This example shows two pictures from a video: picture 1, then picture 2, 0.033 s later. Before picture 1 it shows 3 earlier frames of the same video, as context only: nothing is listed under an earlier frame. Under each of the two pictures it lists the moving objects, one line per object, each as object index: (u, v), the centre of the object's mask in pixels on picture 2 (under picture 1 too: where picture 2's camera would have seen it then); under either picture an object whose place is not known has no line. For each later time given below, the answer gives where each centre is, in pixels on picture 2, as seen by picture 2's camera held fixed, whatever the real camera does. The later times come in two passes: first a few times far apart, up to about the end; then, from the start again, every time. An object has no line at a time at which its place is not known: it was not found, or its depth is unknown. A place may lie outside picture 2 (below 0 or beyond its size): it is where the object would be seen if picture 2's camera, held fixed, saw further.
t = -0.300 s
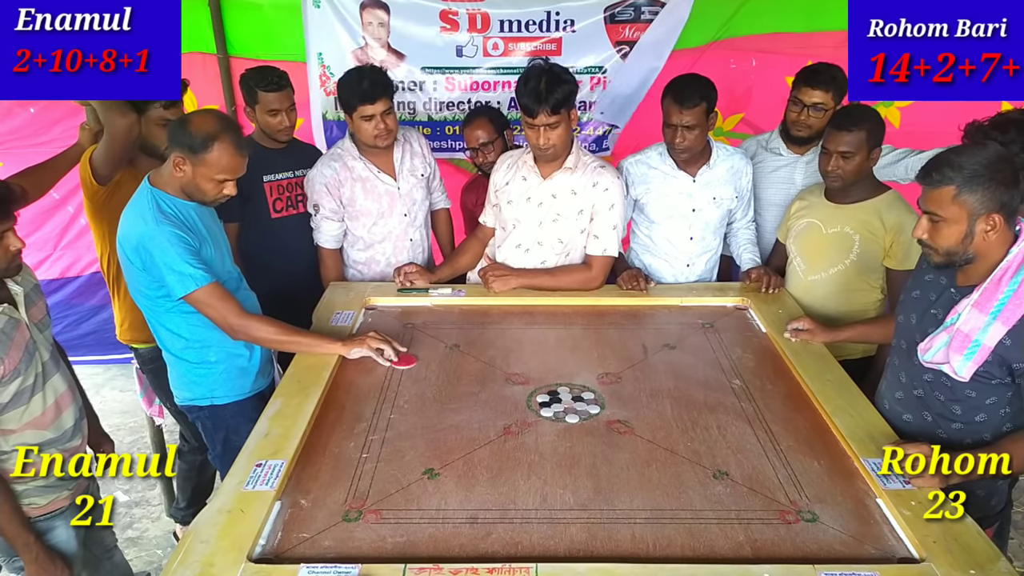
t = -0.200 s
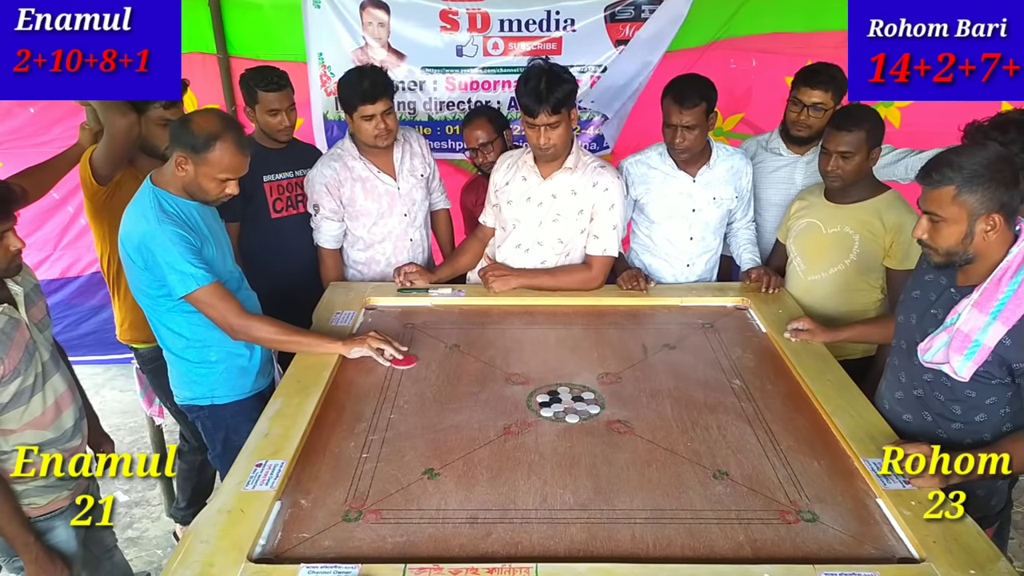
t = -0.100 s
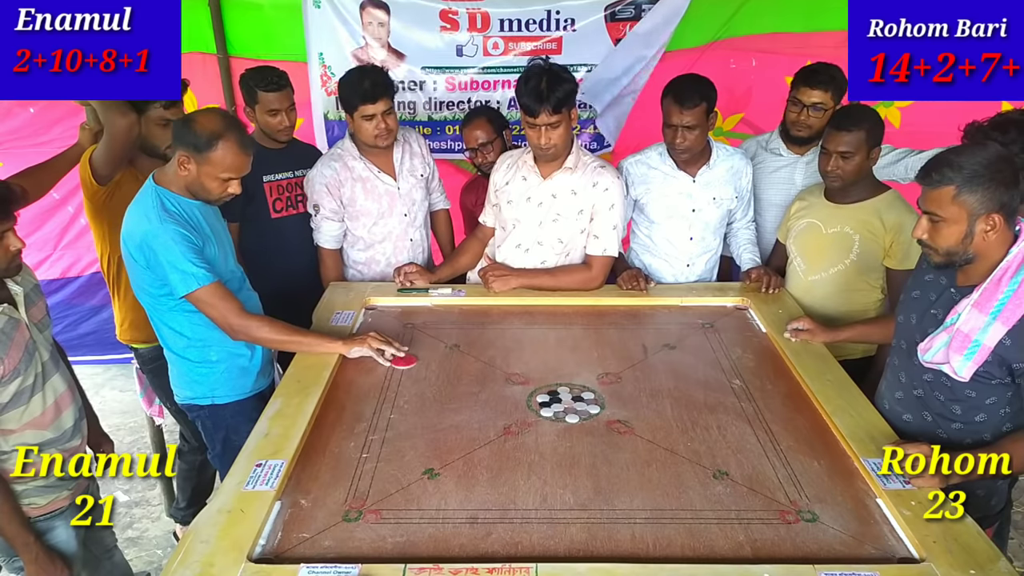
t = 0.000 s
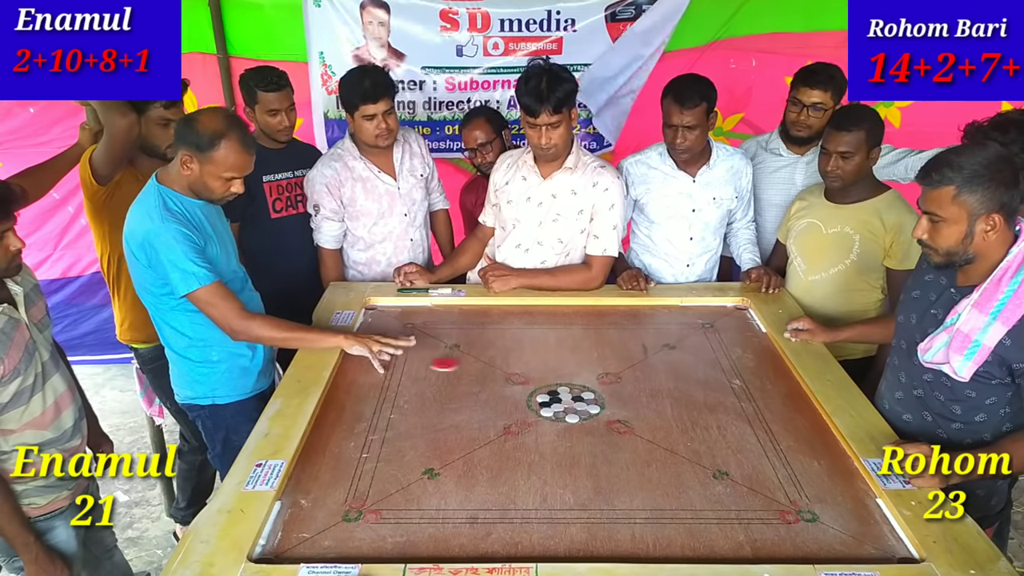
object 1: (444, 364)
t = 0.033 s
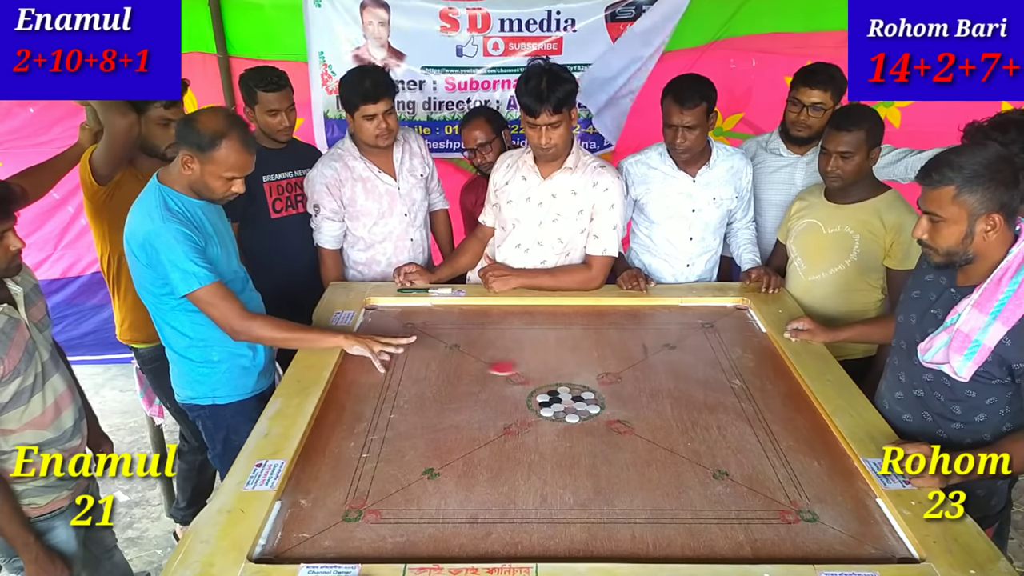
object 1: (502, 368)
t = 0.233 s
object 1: (739, 387)
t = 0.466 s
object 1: (593, 399)
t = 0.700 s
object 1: (584, 402)
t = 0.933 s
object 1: (583, 402)
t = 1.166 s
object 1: (583, 402)
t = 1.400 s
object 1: (583, 402)
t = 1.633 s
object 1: (583, 402)
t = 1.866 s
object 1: (583, 402)
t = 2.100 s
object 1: (583, 402)
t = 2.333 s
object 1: (583, 402)
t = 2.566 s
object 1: (584, 402)
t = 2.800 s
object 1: (583, 402)
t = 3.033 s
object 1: (583, 402)
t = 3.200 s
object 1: (583, 402)
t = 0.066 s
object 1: (561, 371)
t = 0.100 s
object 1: (619, 376)
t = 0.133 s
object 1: (678, 379)
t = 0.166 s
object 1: (737, 382)
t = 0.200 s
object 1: (780, 385)
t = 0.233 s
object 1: (739, 387)
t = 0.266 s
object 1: (699, 390)
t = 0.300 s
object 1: (658, 393)
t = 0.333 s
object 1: (619, 396)
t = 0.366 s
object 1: (604, 397)
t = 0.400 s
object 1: (600, 398)
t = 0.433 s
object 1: (597, 399)
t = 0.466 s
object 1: (593, 399)
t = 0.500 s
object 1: (591, 400)
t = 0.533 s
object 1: (588, 401)
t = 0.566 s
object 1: (586, 401)
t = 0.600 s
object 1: (585, 402)
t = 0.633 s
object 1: (584, 402)
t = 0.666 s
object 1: (584, 402)
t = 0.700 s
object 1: (584, 402)
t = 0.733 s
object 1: (583, 402)
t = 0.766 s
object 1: (584, 402)
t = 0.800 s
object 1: (583, 402)
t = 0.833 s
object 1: (583, 402)
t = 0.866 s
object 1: (583, 402)
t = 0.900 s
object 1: (583, 402)
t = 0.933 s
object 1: (583, 402)
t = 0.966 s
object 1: (583, 402)
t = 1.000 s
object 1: (583, 402)
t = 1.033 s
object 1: (583, 402)
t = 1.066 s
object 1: (583, 402)
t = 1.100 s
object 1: (583, 402)
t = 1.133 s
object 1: (583, 402)
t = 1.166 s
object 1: (583, 402)
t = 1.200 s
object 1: (583, 402)
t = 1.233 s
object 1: (583, 402)
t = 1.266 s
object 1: (583, 402)
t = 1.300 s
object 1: (583, 402)
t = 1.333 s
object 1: (583, 402)
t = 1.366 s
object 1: (583, 402)
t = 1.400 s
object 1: (583, 402)
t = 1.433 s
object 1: (583, 402)
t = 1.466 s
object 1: (583, 402)
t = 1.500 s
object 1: (583, 402)
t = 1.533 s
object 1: (583, 402)
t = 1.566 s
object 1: (583, 402)
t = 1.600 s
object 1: (583, 402)
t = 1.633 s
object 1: (583, 402)
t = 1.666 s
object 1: (583, 402)
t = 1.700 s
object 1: (583, 402)
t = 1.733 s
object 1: (583, 402)
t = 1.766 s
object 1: (583, 402)
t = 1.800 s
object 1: (583, 402)
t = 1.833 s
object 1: (583, 402)
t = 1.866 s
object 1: (583, 402)
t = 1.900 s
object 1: (583, 402)
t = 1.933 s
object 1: (583, 402)
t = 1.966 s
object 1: (583, 402)
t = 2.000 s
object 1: (583, 402)
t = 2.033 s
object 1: (583, 402)
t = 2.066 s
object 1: (583, 402)
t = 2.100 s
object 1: (583, 402)
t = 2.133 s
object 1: (583, 402)
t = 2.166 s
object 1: (583, 402)
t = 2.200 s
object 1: (583, 402)
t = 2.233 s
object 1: (583, 402)
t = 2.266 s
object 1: (583, 402)
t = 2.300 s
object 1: (583, 402)
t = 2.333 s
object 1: (583, 402)
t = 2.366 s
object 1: (583, 402)
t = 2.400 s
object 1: (583, 402)
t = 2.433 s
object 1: (583, 402)
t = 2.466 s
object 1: (583, 402)
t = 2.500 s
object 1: (583, 402)
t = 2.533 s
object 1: (583, 402)
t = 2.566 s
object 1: (584, 402)
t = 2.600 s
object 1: (583, 402)
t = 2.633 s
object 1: (583, 402)
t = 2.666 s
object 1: (583, 402)
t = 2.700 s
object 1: (583, 402)
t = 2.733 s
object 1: (583, 402)
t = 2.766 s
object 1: (583, 402)
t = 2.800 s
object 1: (583, 402)
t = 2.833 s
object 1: (583, 402)
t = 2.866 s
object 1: (583, 402)
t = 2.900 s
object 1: (583, 402)
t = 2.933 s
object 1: (583, 402)
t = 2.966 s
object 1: (583, 402)
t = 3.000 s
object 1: (583, 402)
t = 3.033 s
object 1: (583, 402)
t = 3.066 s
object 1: (583, 402)
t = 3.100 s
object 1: (583, 402)
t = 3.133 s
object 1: (584, 402)
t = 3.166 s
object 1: (584, 402)
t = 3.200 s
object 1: (583, 402)
